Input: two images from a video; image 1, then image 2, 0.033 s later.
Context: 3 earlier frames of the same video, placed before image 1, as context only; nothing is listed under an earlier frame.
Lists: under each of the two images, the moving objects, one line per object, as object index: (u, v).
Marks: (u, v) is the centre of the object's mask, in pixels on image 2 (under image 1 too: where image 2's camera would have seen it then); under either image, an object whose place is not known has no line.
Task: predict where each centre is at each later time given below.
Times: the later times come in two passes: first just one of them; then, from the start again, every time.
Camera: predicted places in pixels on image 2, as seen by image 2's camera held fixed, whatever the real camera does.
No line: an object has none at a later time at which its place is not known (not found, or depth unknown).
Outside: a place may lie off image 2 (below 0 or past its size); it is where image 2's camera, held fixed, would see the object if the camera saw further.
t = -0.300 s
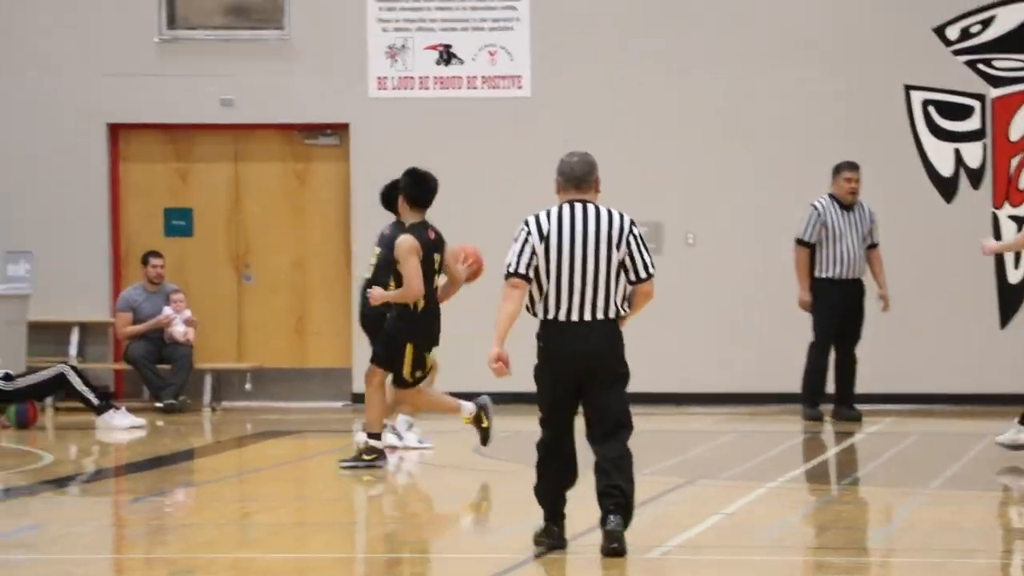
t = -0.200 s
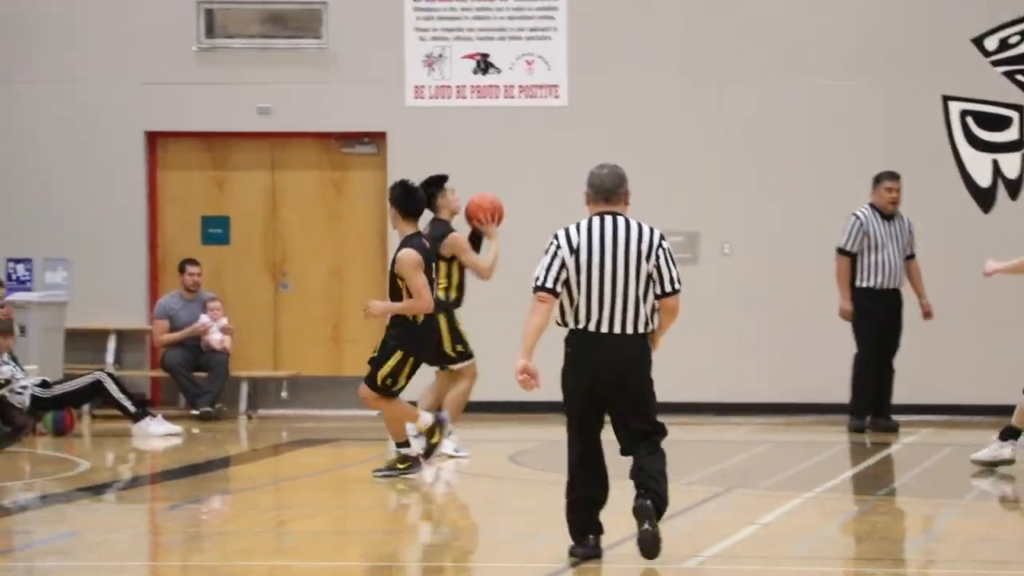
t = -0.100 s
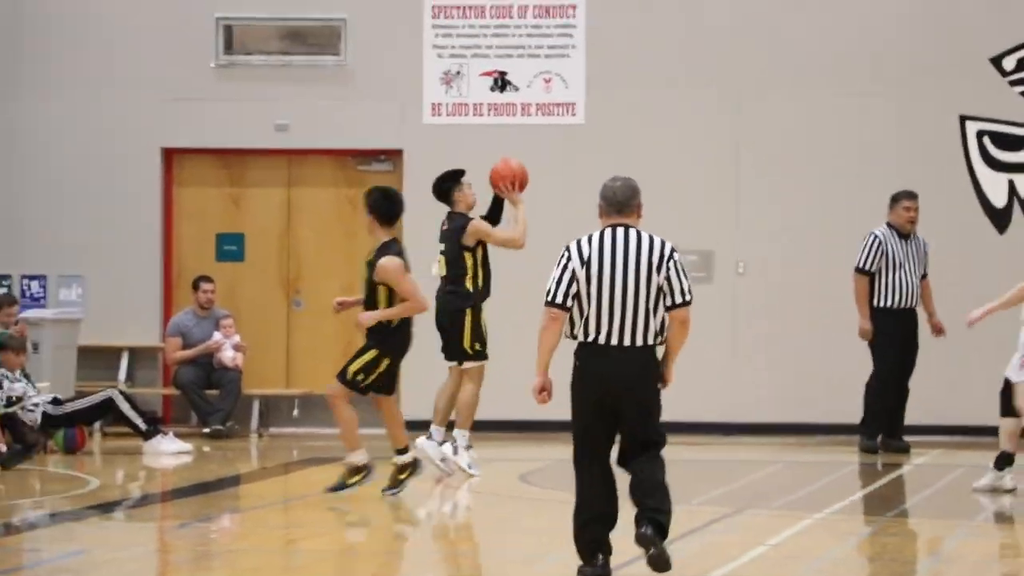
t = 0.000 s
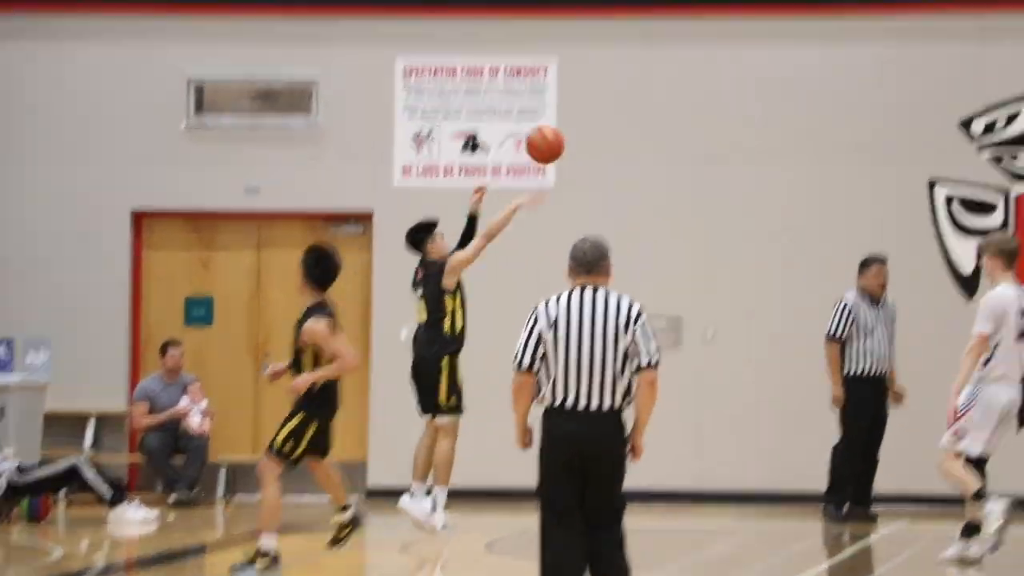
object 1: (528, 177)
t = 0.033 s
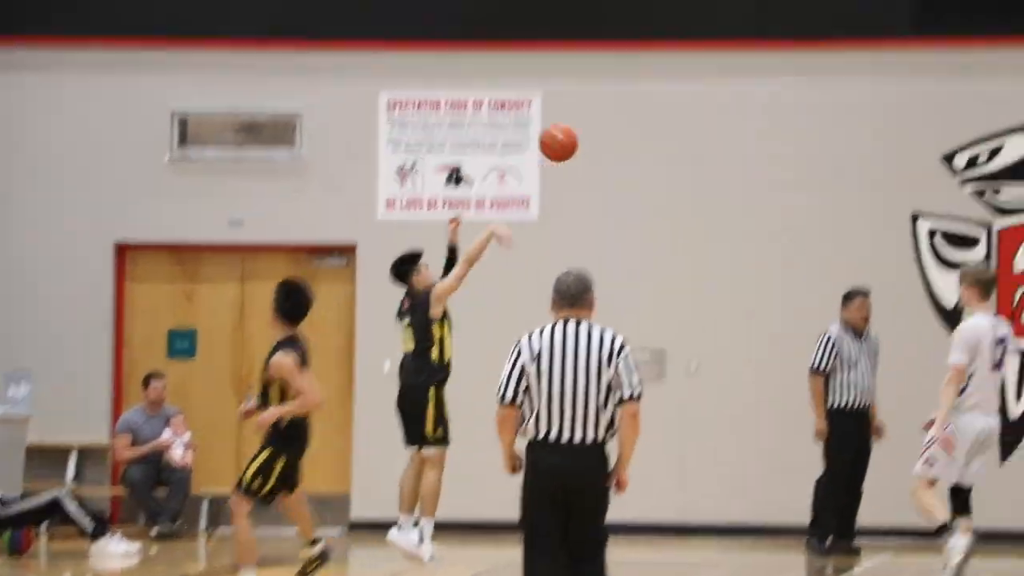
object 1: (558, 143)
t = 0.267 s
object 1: (777, -61)
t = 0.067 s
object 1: (588, 109)
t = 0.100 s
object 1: (620, 77)
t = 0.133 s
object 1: (651, 47)
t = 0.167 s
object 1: (683, 18)
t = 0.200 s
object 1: (715, -10)
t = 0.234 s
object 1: (747, -36)
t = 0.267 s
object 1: (777, -61)
